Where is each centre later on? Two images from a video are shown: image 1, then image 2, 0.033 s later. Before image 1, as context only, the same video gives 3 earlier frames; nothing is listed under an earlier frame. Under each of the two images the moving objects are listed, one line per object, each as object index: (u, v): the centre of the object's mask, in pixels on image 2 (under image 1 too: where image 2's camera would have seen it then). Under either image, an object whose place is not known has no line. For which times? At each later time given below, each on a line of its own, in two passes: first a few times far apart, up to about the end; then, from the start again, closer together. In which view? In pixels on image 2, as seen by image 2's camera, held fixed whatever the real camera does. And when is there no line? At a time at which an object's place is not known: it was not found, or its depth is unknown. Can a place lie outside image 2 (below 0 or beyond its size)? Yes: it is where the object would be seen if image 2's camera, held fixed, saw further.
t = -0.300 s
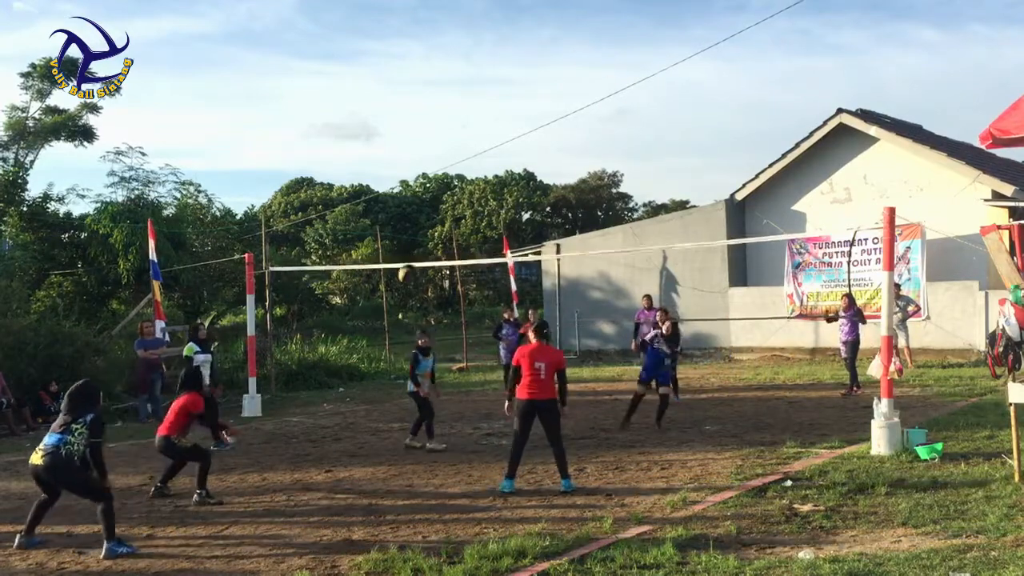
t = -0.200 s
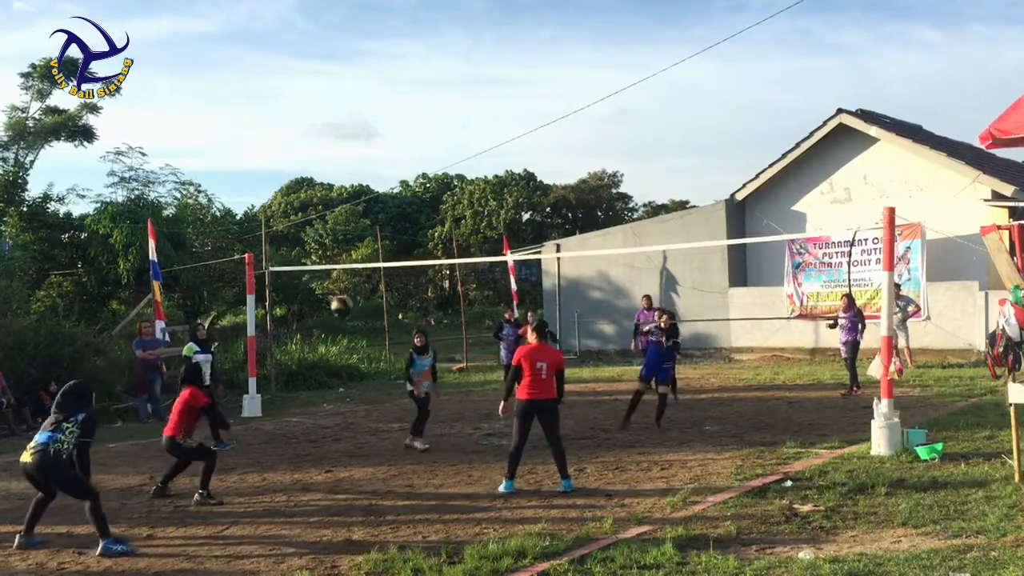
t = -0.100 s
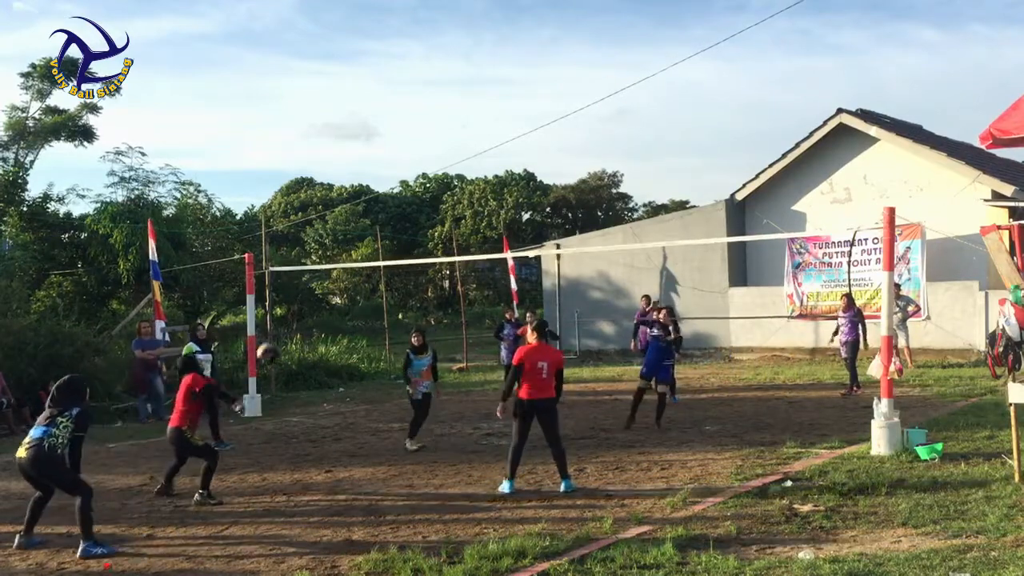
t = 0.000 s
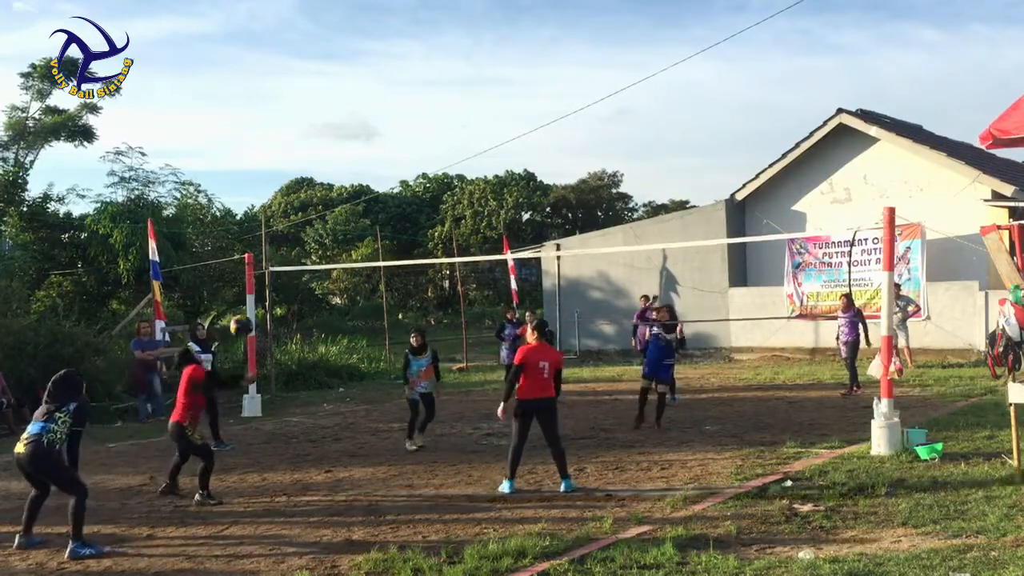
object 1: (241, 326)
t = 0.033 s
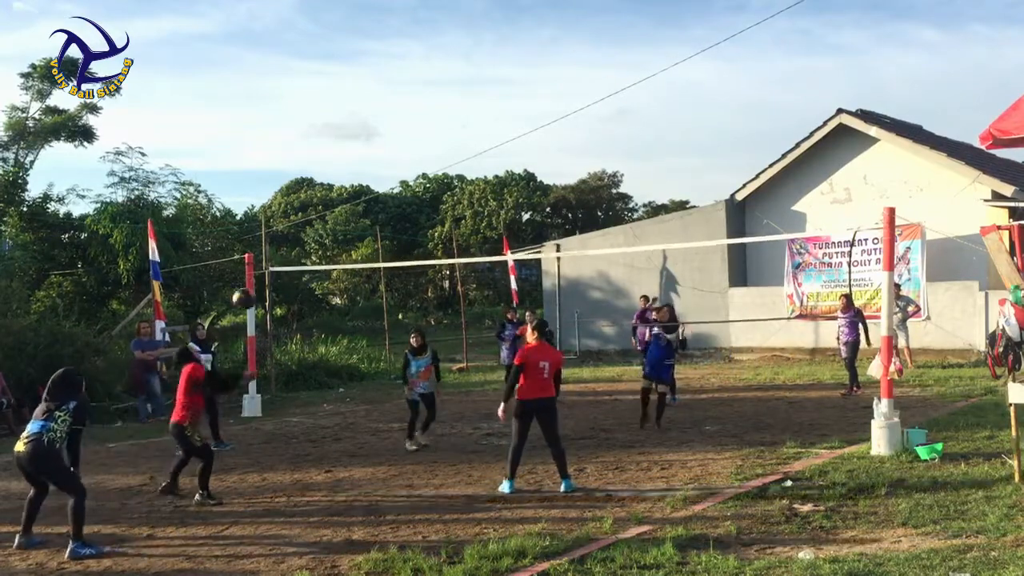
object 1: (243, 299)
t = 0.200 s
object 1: (258, 183)
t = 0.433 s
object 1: (274, 76)
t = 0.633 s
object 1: (289, 29)
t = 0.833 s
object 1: (304, 22)
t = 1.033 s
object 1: (321, 52)
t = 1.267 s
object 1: (342, 131)
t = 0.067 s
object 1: (246, 273)
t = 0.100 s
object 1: (247, 248)
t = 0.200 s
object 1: (258, 183)
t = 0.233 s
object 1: (260, 164)
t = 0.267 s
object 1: (262, 146)
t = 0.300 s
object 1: (265, 130)
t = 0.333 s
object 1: (267, 114)
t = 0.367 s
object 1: (269, 100)
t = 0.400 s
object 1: (272, 87)
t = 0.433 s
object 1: (274, 76)
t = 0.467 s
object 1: (277, 65)
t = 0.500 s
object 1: (279, 55)
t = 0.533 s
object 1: (281, 47)
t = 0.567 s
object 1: (284, 40)
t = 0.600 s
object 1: (286, 34)
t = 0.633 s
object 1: (289, 29)
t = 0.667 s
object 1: (291, 25)
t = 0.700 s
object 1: (294, 22)
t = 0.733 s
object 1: (297, 20)
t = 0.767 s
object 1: (299, 19)
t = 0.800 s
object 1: (301, 20)
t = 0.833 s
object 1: (304, 22)
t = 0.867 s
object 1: (307, 24)
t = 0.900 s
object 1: (310, 28)
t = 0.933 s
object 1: (312, 32)
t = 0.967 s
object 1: (316, 38)
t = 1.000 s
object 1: (318, 44)
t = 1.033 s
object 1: (321, 52)
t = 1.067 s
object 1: (324, 60)
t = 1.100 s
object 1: (326, 70)
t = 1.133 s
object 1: (330, 80)
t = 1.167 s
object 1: (333, 92)
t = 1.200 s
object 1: (336, 104)
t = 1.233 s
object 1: (339, 117)
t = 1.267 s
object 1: (342, 131)
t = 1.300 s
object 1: (345, 146)
